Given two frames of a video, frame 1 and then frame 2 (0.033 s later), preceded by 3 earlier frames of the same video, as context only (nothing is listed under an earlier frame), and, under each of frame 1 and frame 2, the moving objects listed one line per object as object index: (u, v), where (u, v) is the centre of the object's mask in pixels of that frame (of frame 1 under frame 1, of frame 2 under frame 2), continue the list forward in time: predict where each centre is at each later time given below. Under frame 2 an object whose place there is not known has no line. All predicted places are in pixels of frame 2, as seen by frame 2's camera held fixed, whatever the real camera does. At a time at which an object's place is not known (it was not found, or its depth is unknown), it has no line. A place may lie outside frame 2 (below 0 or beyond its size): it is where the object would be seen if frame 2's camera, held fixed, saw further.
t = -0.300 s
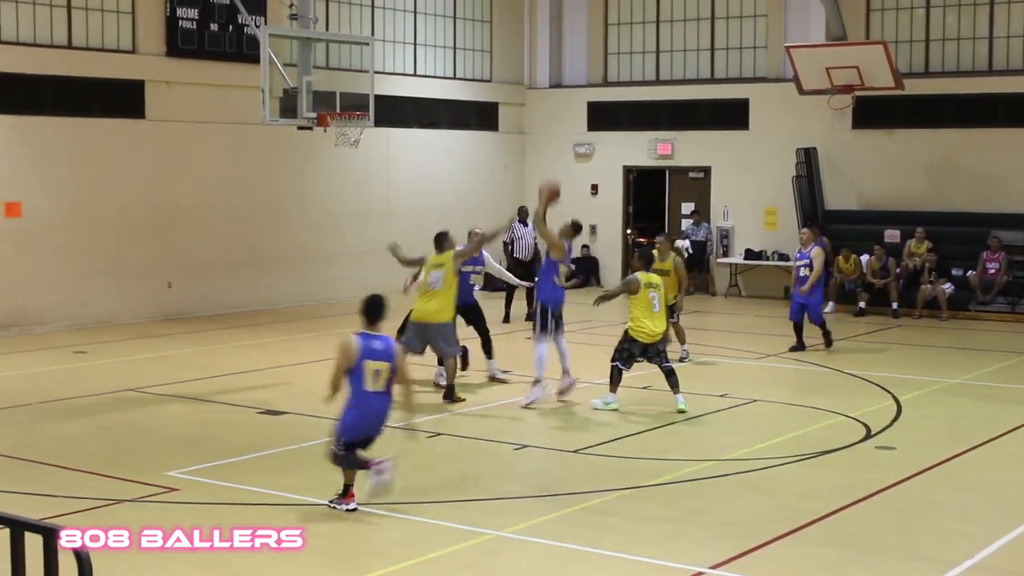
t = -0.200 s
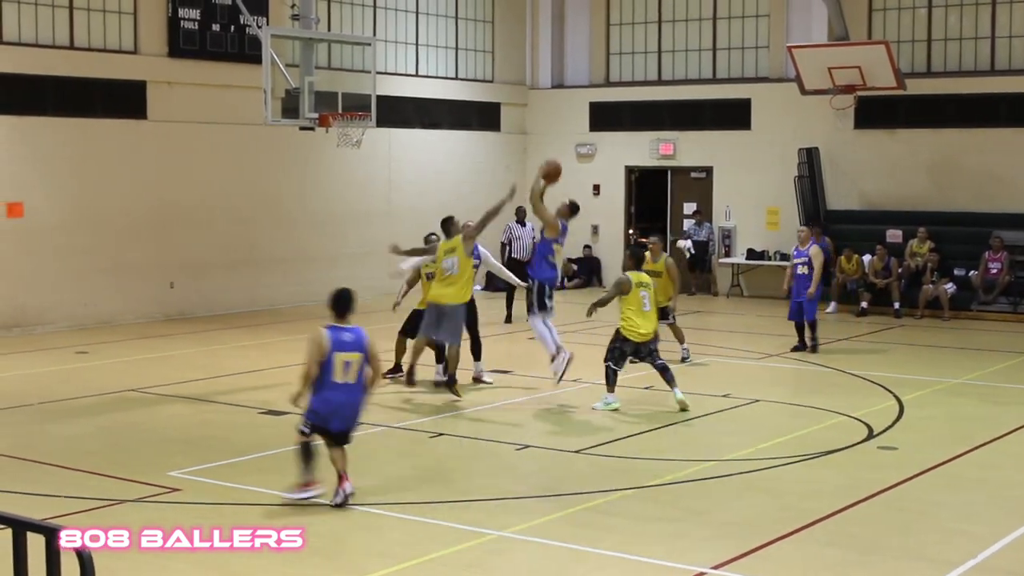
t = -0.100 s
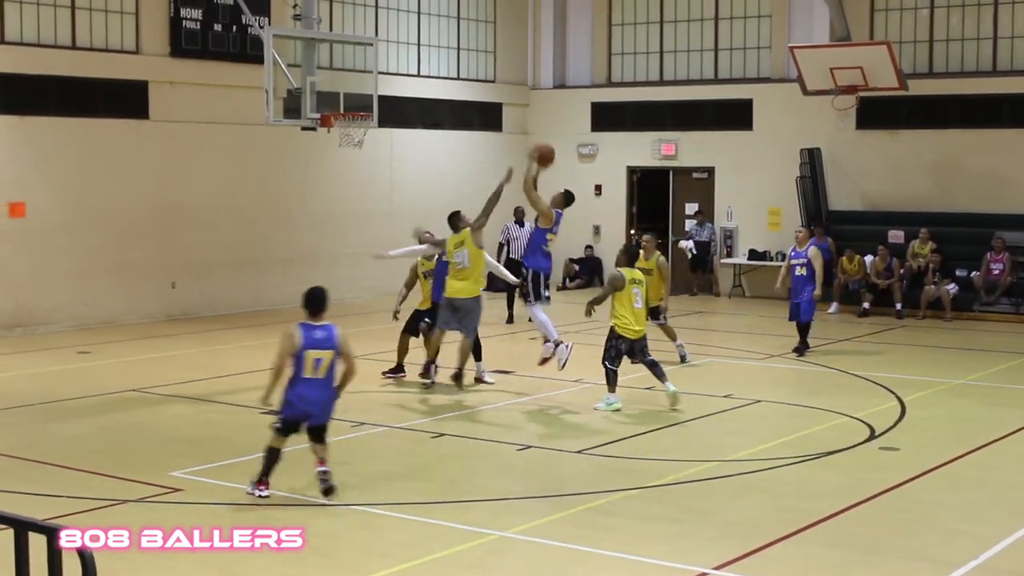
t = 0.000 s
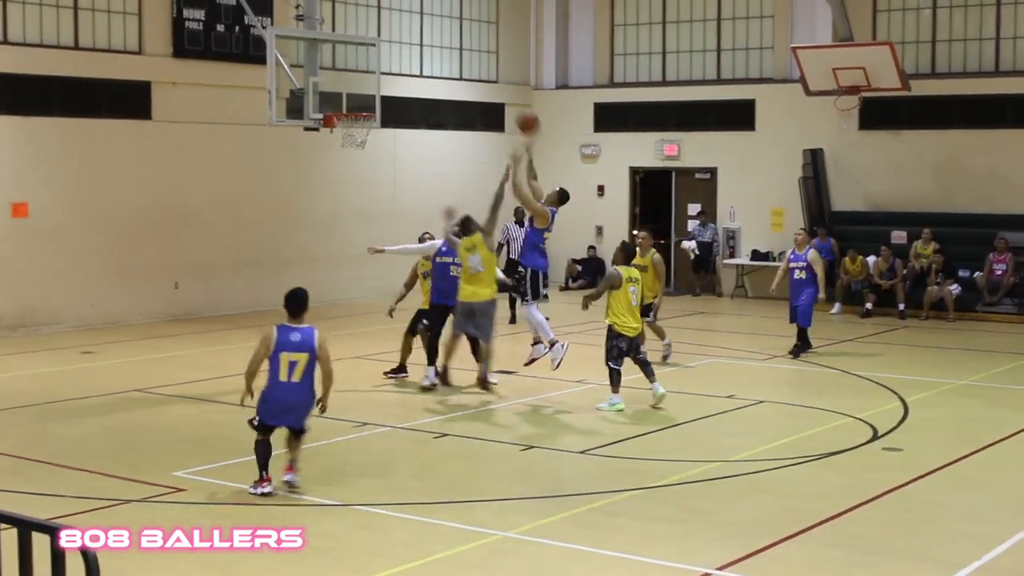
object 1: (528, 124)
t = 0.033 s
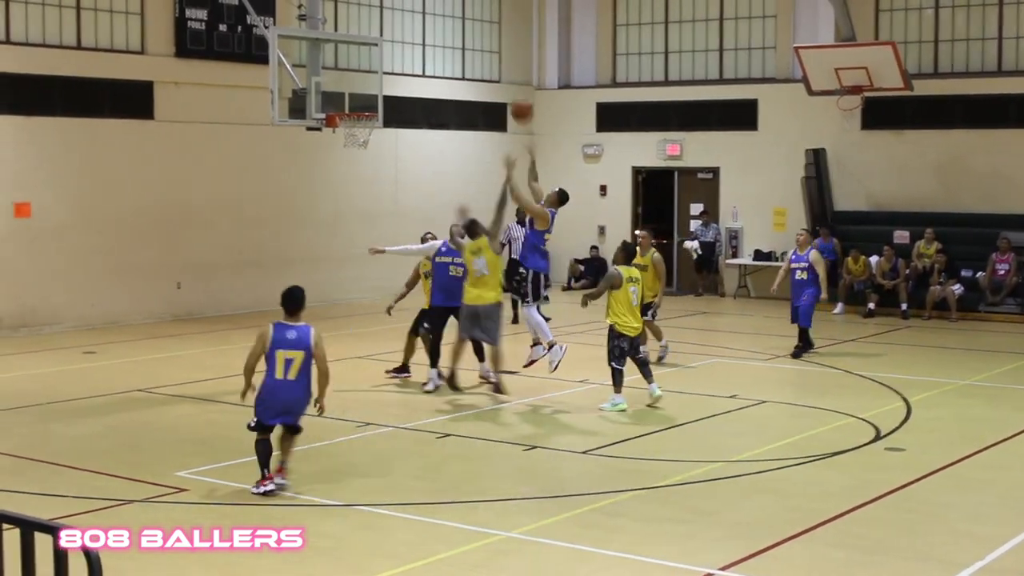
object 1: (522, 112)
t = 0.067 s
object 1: (514, 102)
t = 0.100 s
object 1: (504, 91)
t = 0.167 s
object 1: (487, 75)
